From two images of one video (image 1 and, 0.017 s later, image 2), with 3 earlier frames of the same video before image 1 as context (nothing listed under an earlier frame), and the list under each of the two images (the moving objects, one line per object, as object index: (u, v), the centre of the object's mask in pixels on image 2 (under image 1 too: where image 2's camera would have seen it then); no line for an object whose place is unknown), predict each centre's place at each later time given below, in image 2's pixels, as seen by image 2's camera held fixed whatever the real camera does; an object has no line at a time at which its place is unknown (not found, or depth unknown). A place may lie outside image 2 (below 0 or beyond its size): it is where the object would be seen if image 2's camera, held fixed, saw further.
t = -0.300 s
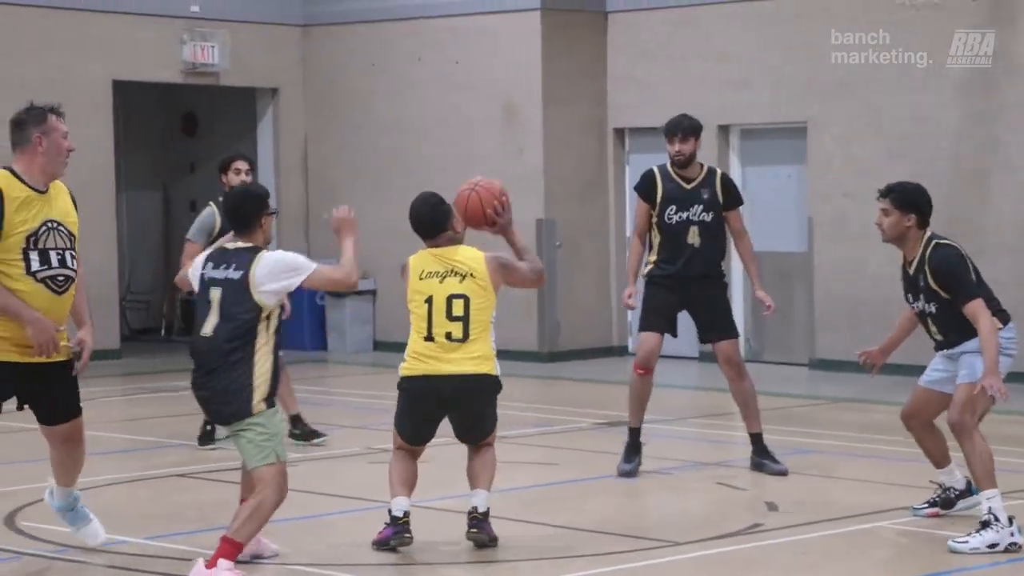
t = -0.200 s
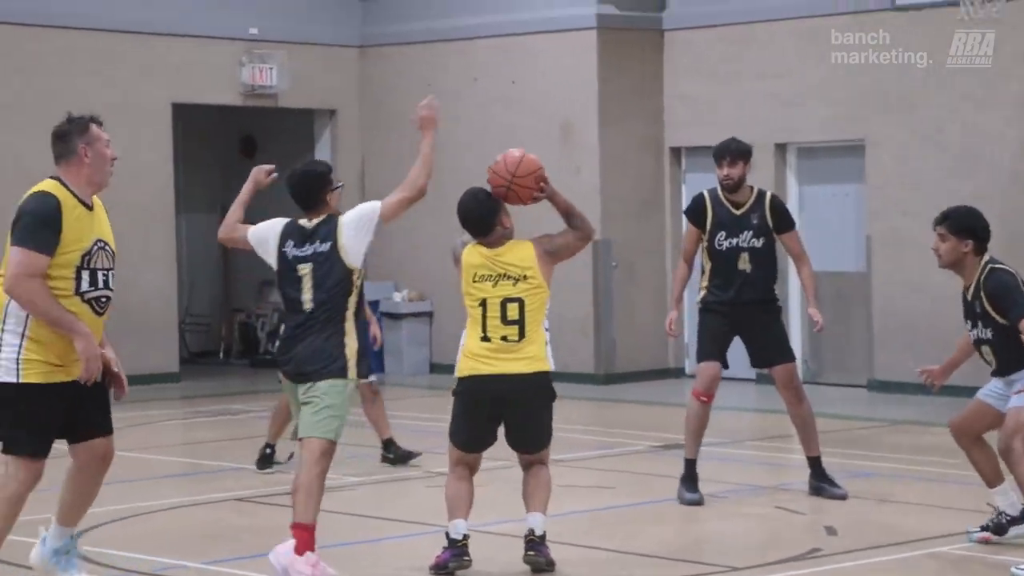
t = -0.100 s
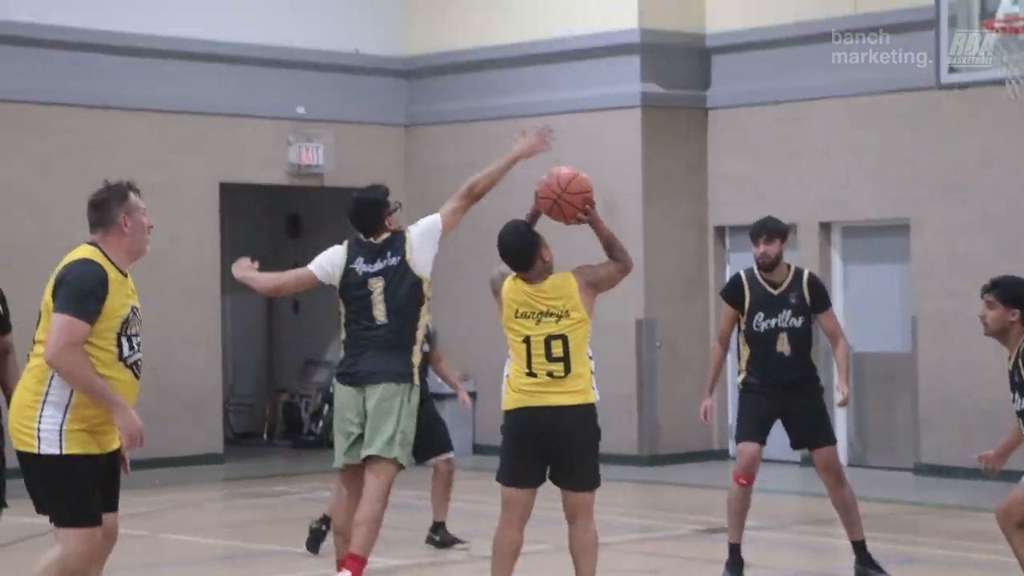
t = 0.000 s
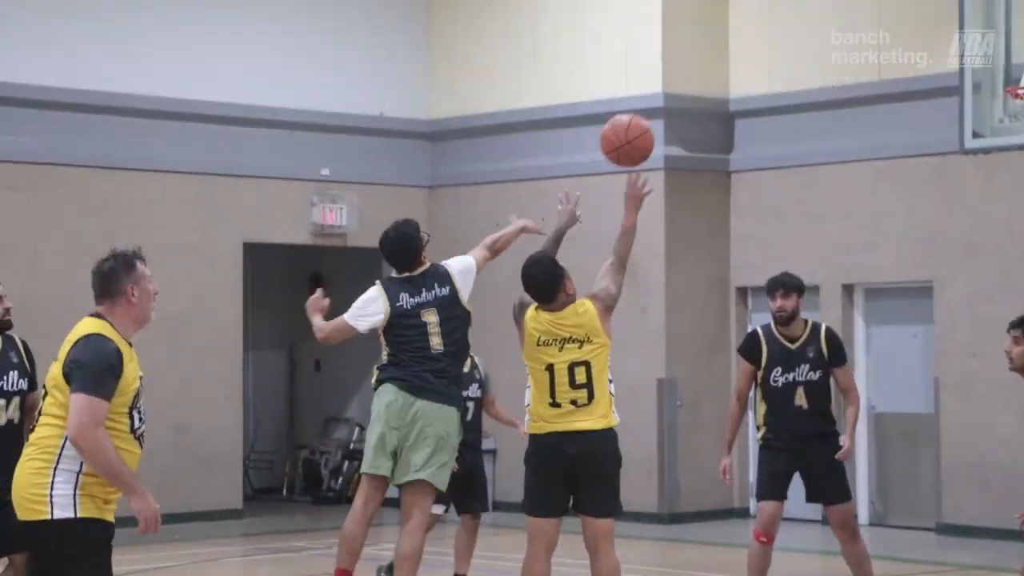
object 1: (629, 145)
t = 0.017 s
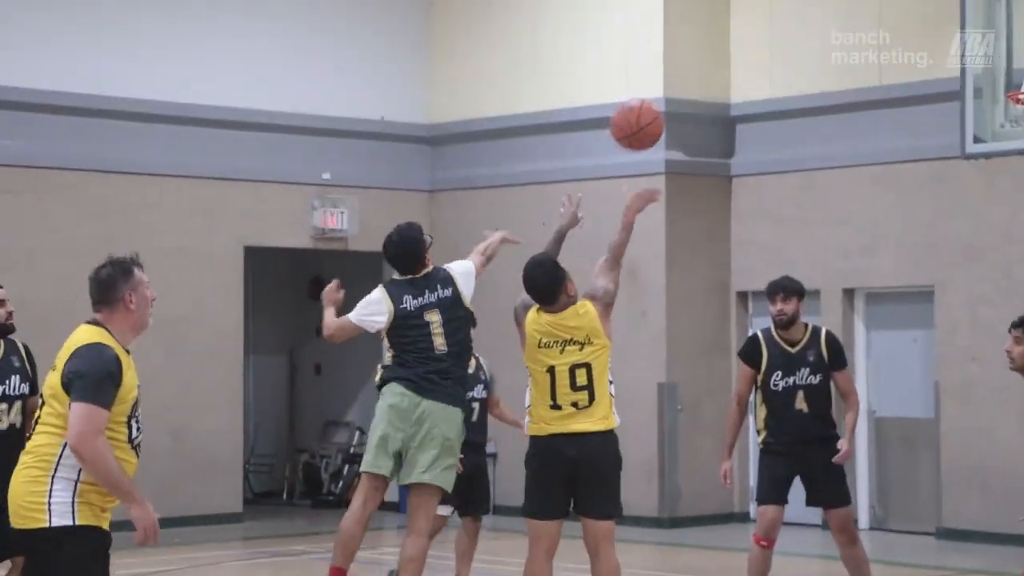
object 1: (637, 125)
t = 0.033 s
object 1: (645, 104)
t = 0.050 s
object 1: (654, 84)
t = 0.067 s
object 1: (662, 66)
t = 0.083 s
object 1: (670, 48)
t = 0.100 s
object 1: (678, 32)
